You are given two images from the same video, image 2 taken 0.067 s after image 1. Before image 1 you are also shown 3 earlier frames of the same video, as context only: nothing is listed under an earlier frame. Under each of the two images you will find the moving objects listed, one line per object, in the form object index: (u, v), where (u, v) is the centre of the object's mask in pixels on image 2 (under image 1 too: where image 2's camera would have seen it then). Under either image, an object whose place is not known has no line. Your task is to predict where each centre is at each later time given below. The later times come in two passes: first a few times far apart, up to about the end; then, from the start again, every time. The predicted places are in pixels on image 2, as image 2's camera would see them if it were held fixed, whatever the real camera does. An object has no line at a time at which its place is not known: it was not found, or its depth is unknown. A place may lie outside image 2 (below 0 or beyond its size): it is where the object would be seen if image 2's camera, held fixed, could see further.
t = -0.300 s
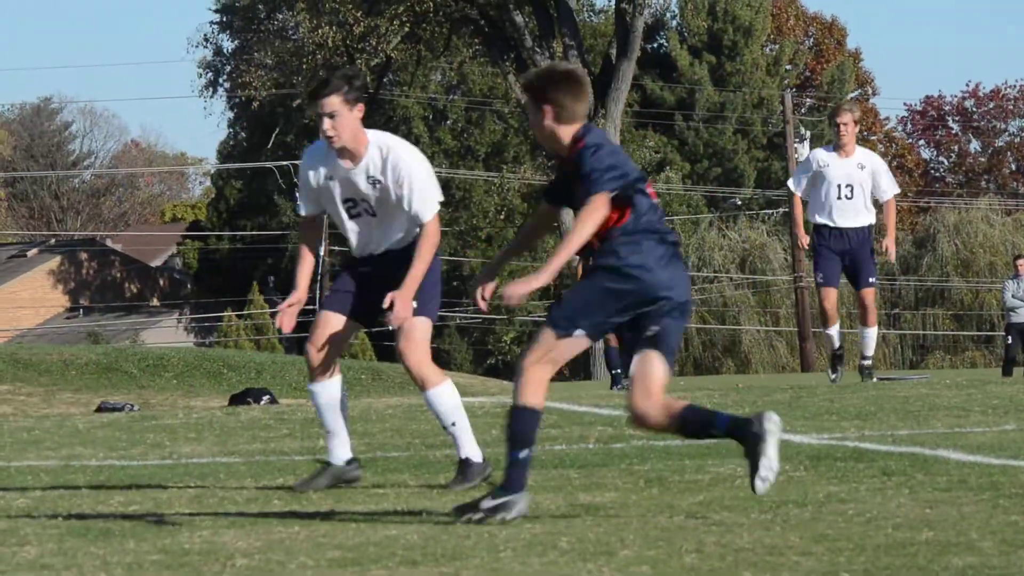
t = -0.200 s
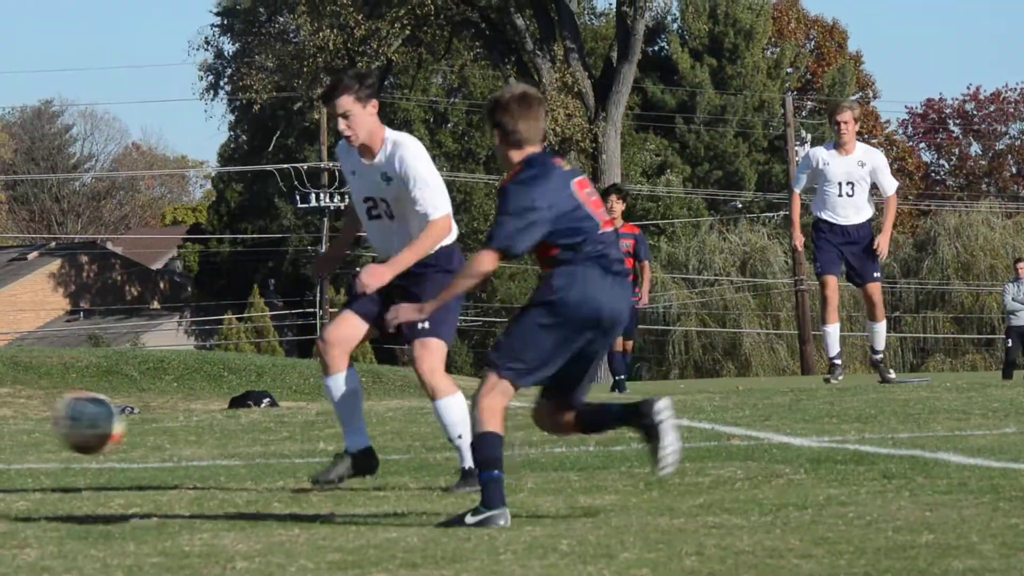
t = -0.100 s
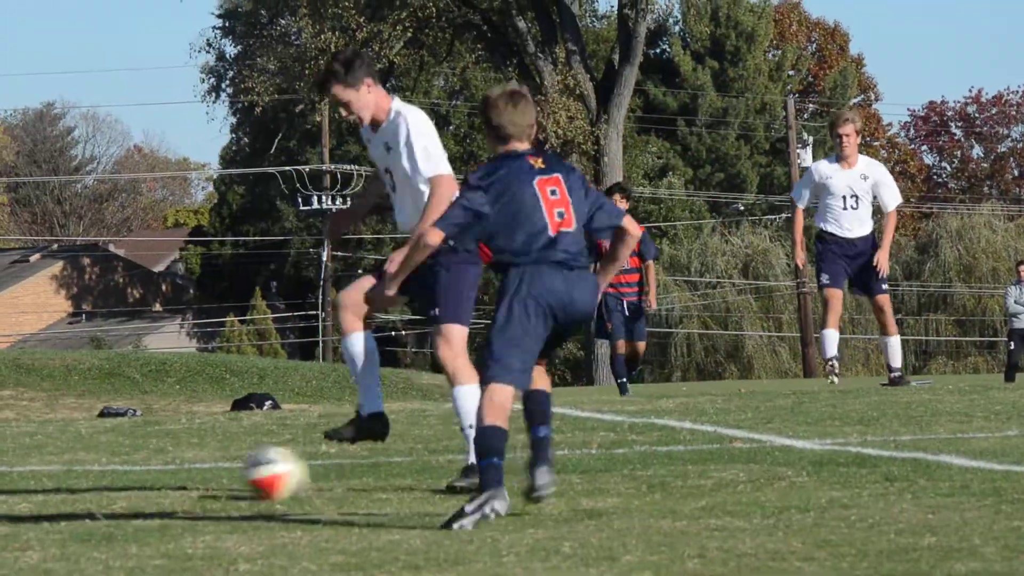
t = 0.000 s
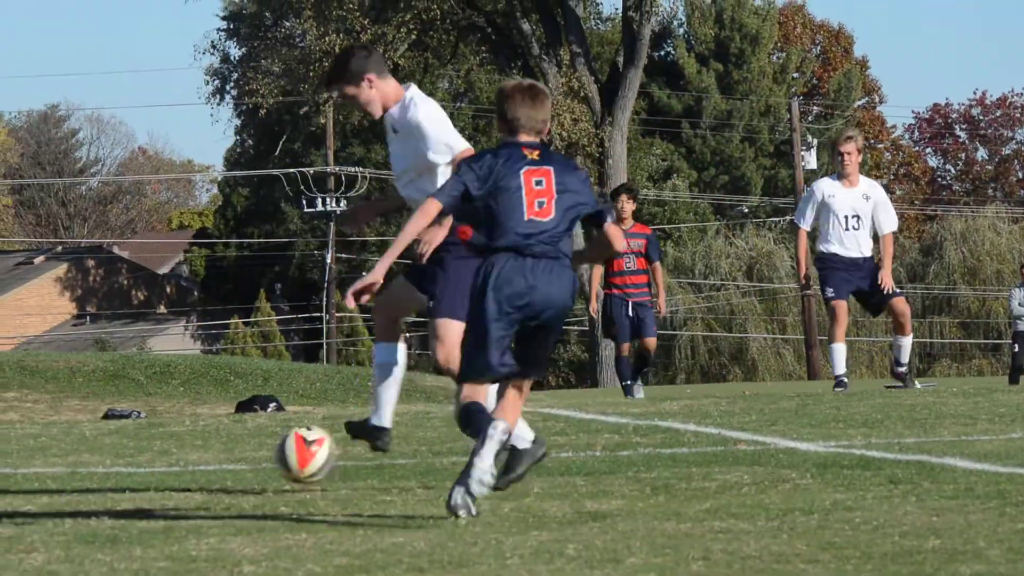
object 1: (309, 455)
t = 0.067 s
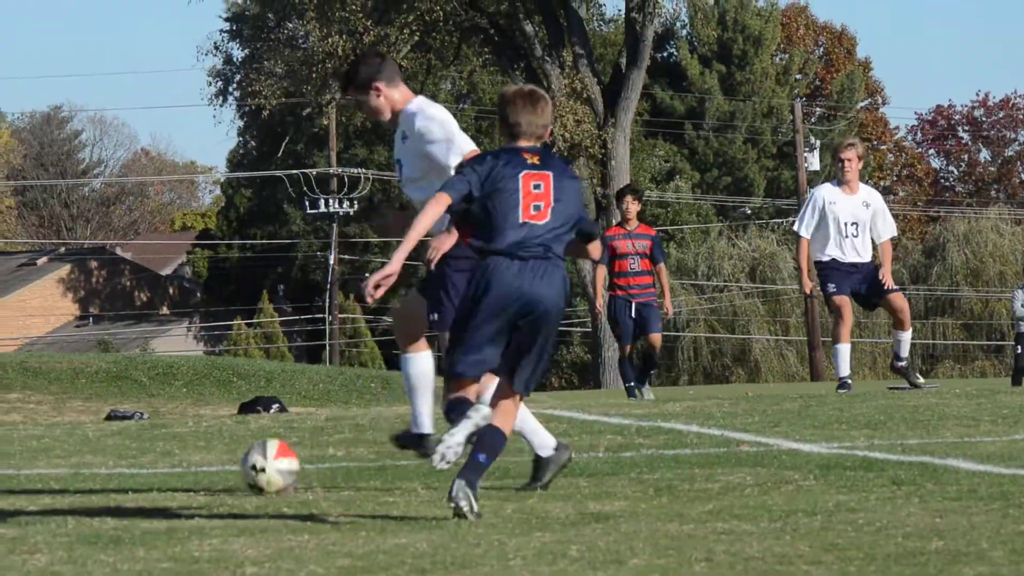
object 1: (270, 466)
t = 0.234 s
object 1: (220, 468)
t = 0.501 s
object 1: (167, 468)
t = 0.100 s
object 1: (260, 463)
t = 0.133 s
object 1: (250, 460)
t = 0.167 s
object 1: (239, 461)
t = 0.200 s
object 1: (230, 463)
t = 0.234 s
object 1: (220, 468)
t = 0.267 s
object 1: (212, 467)
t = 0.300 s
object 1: (206, 466)
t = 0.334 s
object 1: (199, 466)
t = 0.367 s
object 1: (193, 468)
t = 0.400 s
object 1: (187, 469)
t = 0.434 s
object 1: (180, 468)
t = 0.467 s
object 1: (174, 467)
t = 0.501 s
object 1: (167, 468)
